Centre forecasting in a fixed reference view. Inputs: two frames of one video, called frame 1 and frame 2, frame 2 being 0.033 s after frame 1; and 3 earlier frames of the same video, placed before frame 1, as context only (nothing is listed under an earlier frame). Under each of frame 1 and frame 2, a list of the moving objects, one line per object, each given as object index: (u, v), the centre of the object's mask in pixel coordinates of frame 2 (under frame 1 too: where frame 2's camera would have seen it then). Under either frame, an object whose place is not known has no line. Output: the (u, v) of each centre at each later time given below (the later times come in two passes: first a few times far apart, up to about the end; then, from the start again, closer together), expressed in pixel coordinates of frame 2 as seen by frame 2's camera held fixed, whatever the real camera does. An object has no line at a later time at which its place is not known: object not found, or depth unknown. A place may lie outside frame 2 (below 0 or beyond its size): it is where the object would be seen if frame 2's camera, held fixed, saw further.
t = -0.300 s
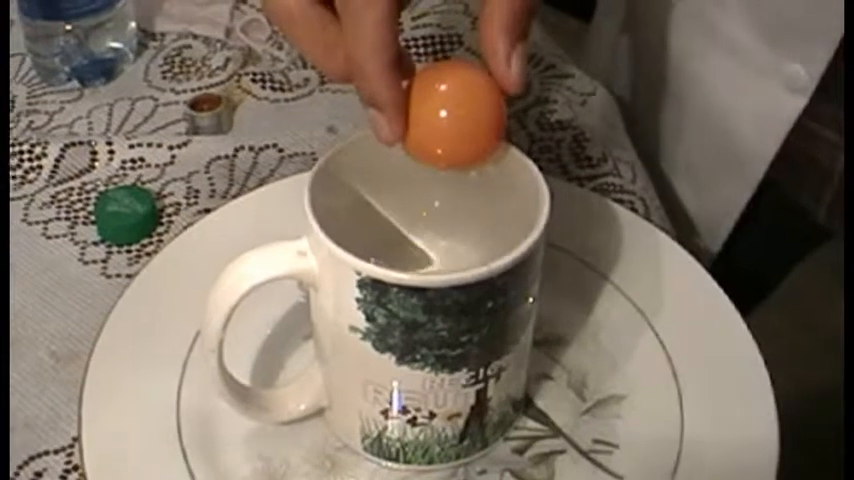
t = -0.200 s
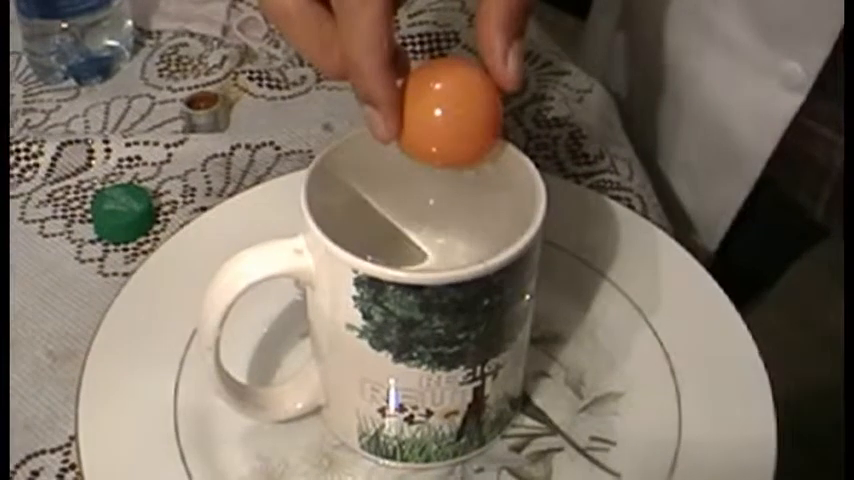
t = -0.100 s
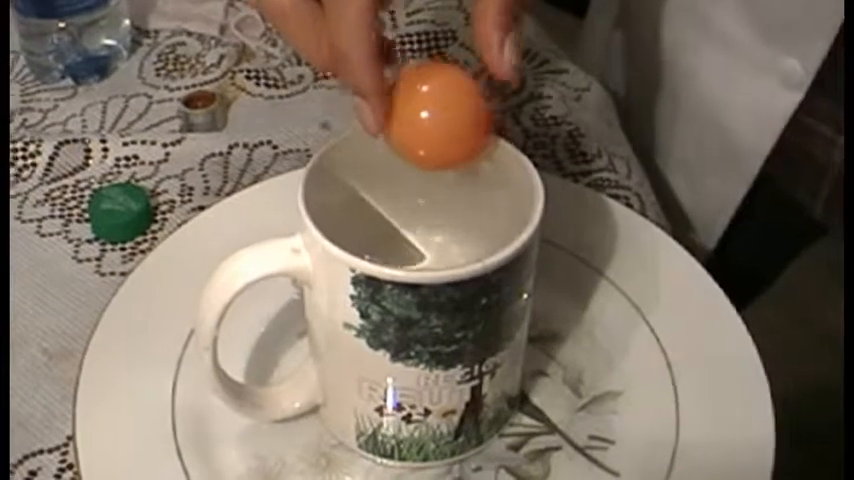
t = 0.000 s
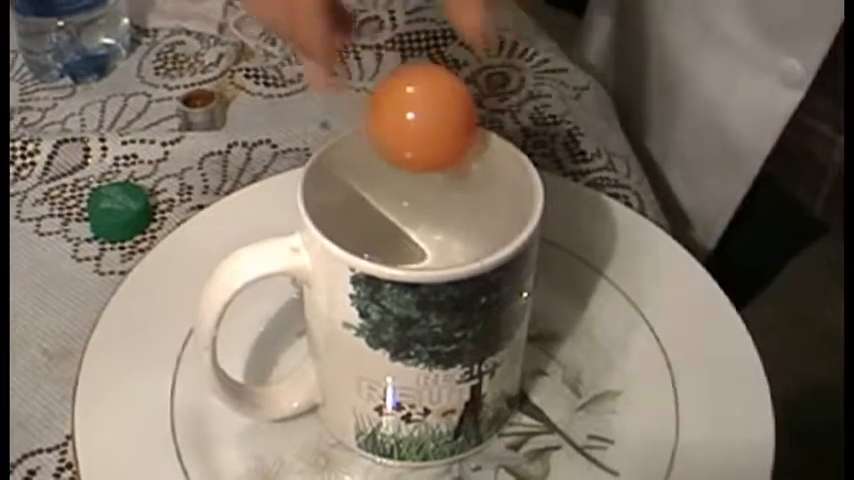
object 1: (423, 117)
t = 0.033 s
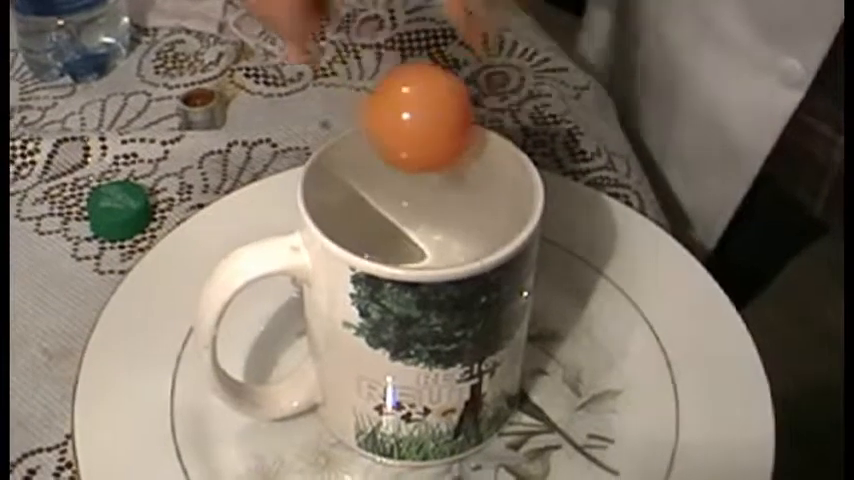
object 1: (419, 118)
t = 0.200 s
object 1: (400, 124)
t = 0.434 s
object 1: (373, 134)
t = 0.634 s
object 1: (362, 139)
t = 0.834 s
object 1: (356, 146)
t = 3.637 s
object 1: (454, 173)
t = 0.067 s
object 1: (412, 120)
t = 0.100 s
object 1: (410, 122)
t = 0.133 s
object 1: (405, 123)
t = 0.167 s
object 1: (401, 123)
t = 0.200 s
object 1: (400, 124)
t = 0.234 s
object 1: (394, 125)
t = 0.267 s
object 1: (392, 127)
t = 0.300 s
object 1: (388, 127)
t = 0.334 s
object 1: (383, 129)
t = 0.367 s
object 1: (380, 130)
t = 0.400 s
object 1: (377, 131)
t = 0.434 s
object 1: (373, 134)
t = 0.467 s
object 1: (370, 135)
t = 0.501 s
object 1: (368, 135)
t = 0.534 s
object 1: (366, 136)
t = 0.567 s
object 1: (364, 137)
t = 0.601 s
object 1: (363, 138)
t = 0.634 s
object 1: (362, 139)
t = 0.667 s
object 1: (361, 139)
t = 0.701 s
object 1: (358, 141)
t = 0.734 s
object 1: (358, 141)
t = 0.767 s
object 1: (356, 143)
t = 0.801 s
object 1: (356, 144)
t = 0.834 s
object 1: (356, 146)
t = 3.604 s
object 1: (453, 173)
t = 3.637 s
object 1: (454, 173)
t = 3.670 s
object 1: (455, 173)
